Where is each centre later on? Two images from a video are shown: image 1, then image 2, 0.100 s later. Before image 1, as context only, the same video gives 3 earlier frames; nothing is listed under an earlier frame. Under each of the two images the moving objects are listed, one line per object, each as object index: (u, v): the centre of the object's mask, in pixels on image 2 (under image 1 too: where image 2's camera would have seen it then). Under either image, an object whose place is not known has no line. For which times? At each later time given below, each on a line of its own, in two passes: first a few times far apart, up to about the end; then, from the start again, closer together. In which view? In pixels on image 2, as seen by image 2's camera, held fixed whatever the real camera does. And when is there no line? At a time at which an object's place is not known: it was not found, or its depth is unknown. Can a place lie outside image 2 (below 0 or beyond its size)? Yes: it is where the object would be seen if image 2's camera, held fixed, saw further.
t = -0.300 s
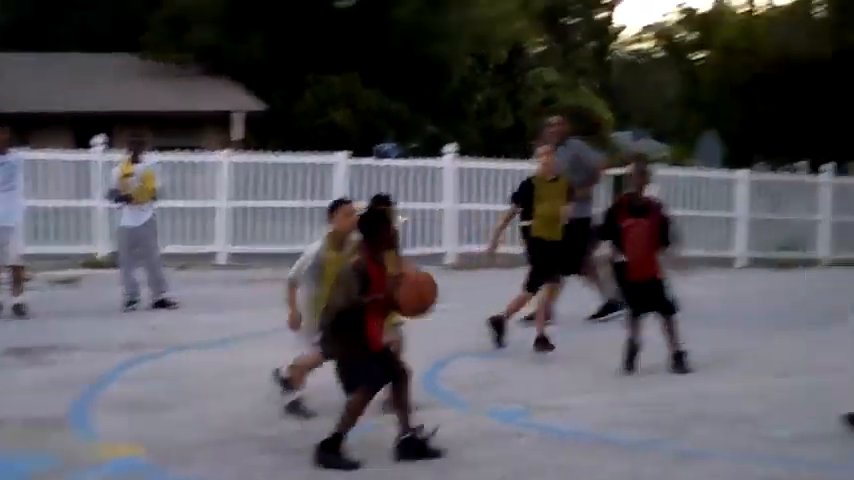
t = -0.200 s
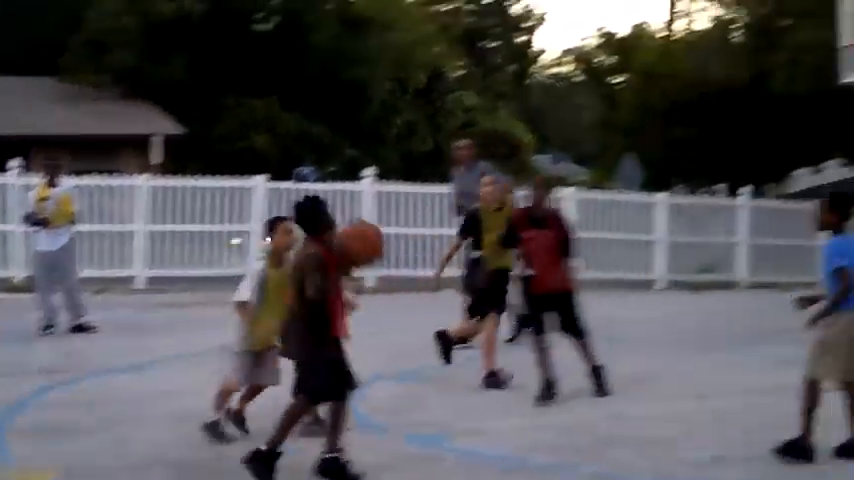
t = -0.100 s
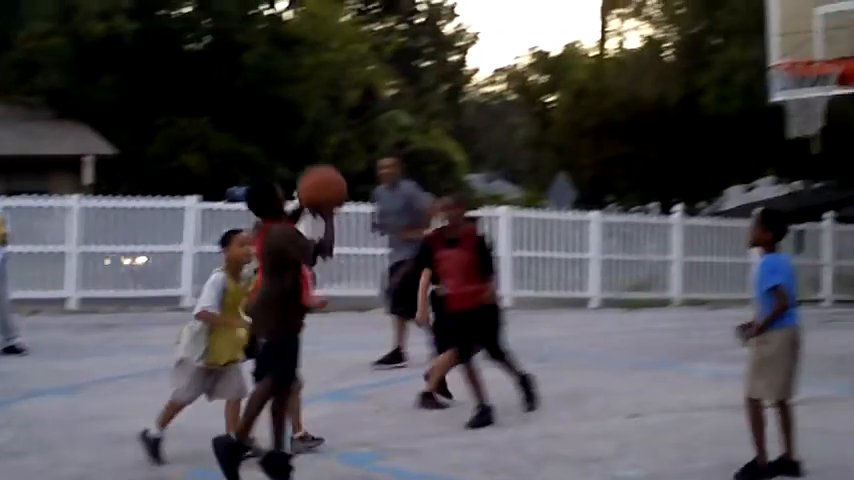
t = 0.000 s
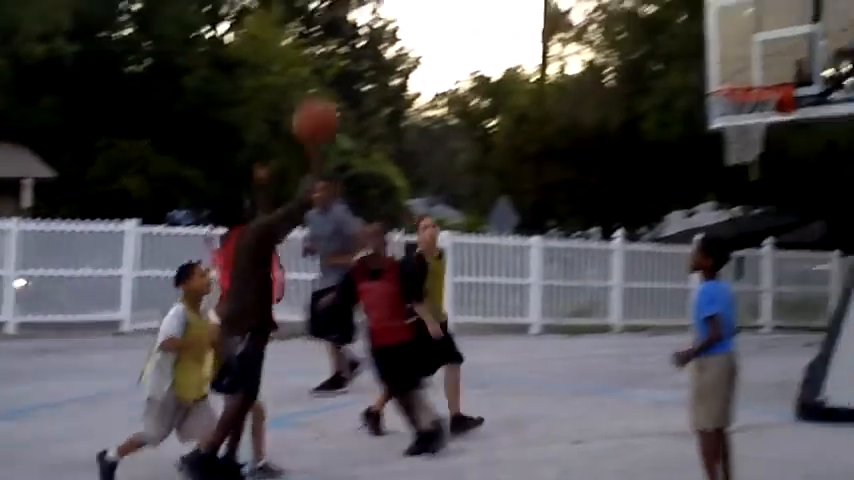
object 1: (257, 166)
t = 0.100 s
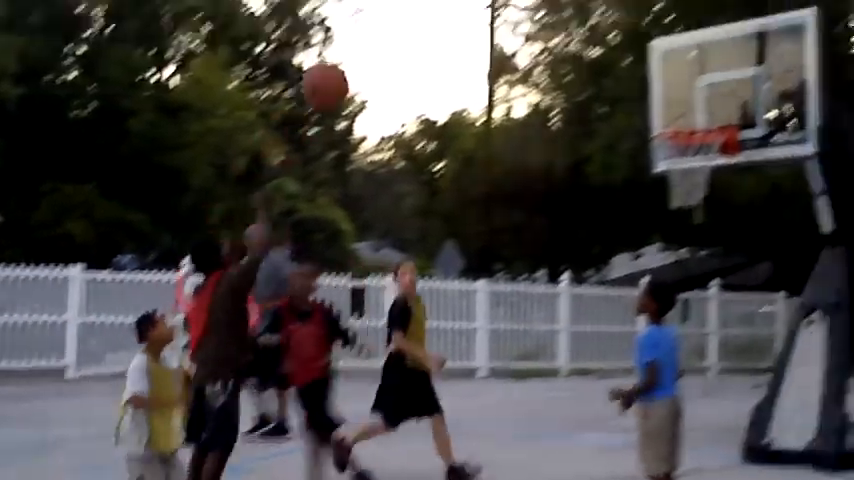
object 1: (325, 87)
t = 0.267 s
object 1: (419, 4)
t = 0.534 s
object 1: (551, -14)
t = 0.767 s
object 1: (652, 58)
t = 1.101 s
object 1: (585, 109)
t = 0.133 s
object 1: (344, 65)
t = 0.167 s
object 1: (364, 46)
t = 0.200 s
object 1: (383, 30)
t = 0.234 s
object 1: (401, 16)
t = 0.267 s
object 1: (419, 4)
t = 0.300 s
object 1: (437, -5)
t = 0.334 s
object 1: (455, -13)
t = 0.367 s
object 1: (472, -18)
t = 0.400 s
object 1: (490, -21)
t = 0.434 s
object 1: (506, -22)
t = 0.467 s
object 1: (522, -22)
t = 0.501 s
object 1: (537, -19)
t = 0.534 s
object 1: (551, -14)
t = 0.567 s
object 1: (567, -8)
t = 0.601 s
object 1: (582, -3)
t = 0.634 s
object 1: (597, 7)
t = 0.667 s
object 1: (612, 16)
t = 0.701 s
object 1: (625, 29)
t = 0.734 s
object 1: (638, 42)
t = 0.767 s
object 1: (652, 58)
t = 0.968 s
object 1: (656, 118)
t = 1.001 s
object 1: (639, 113)
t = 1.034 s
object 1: (620, 109)
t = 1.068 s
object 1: (603, 108)
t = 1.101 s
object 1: (585, 109)
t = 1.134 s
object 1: (570, 112)
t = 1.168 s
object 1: (550, 113)
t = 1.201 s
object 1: (535, 119)
